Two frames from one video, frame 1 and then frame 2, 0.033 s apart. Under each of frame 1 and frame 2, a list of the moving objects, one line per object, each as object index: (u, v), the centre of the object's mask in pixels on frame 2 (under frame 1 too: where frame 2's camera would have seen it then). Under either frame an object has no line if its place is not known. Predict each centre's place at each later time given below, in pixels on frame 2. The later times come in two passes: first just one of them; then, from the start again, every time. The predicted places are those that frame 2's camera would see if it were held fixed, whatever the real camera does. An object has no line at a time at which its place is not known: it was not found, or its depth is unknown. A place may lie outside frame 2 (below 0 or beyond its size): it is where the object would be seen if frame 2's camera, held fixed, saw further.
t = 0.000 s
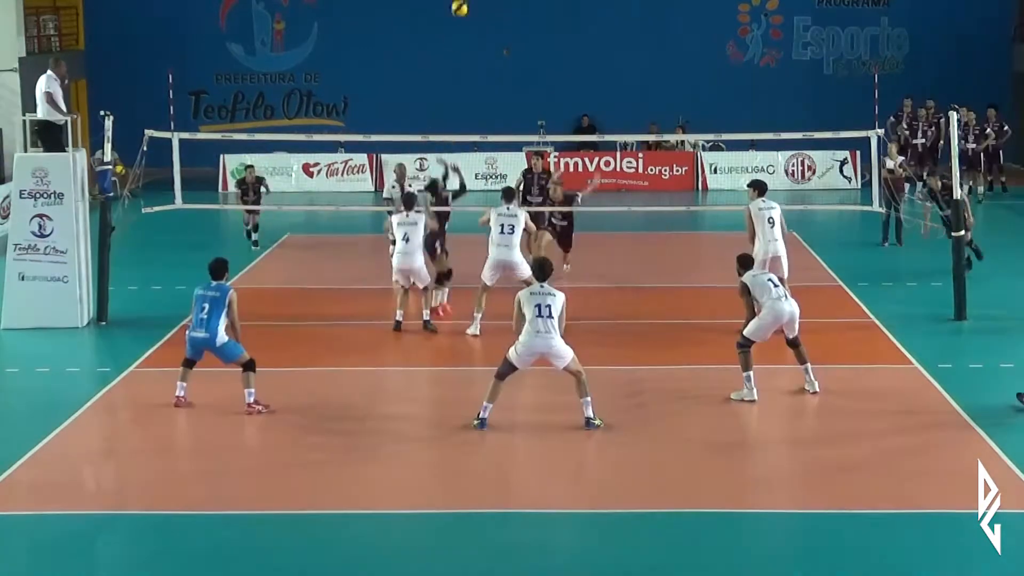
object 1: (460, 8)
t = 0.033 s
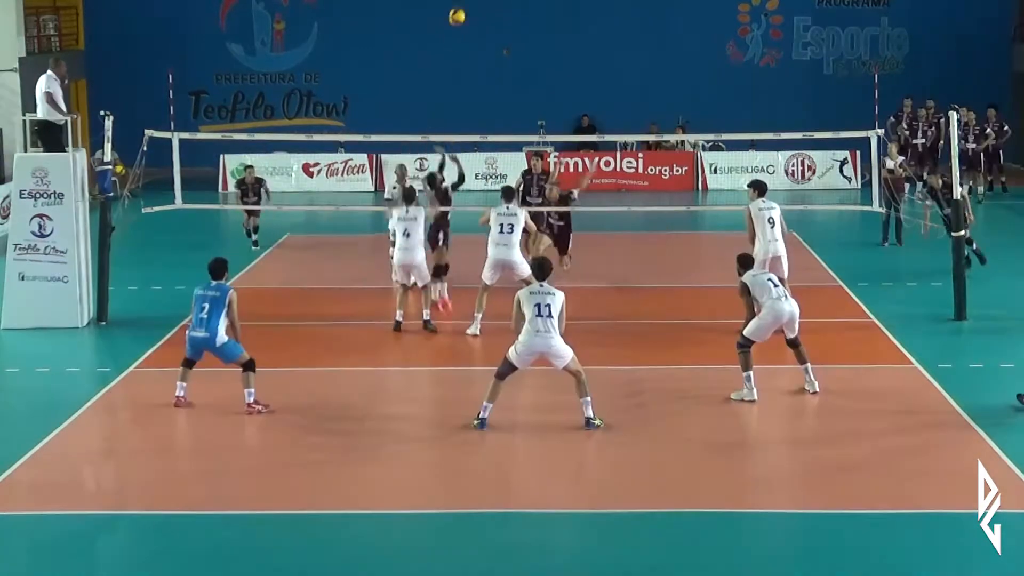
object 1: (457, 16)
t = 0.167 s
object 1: (447, 59)
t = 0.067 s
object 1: (454, 26)
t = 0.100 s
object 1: (452, 36)
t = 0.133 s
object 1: (449, 47)
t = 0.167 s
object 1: (447, 59)
